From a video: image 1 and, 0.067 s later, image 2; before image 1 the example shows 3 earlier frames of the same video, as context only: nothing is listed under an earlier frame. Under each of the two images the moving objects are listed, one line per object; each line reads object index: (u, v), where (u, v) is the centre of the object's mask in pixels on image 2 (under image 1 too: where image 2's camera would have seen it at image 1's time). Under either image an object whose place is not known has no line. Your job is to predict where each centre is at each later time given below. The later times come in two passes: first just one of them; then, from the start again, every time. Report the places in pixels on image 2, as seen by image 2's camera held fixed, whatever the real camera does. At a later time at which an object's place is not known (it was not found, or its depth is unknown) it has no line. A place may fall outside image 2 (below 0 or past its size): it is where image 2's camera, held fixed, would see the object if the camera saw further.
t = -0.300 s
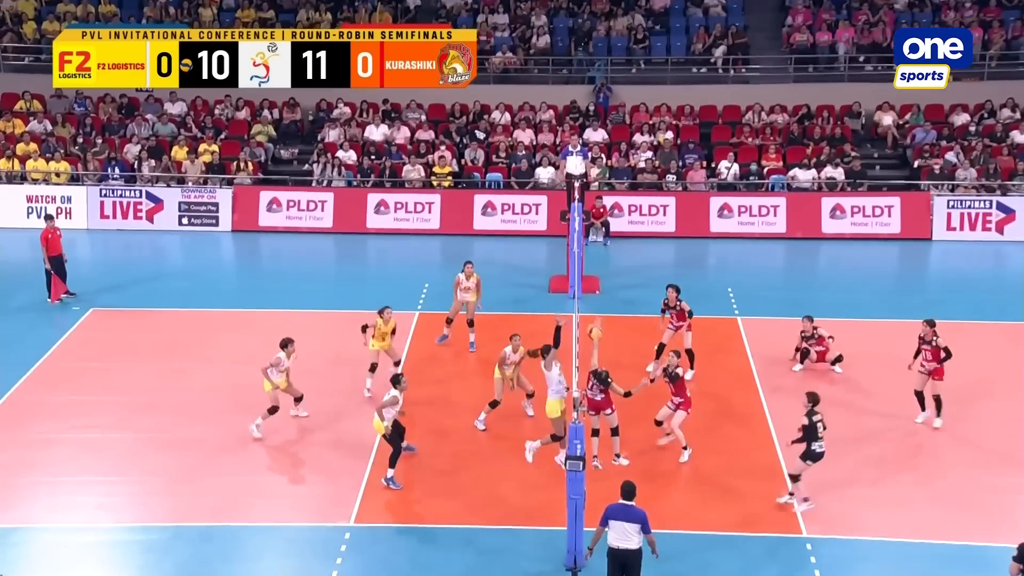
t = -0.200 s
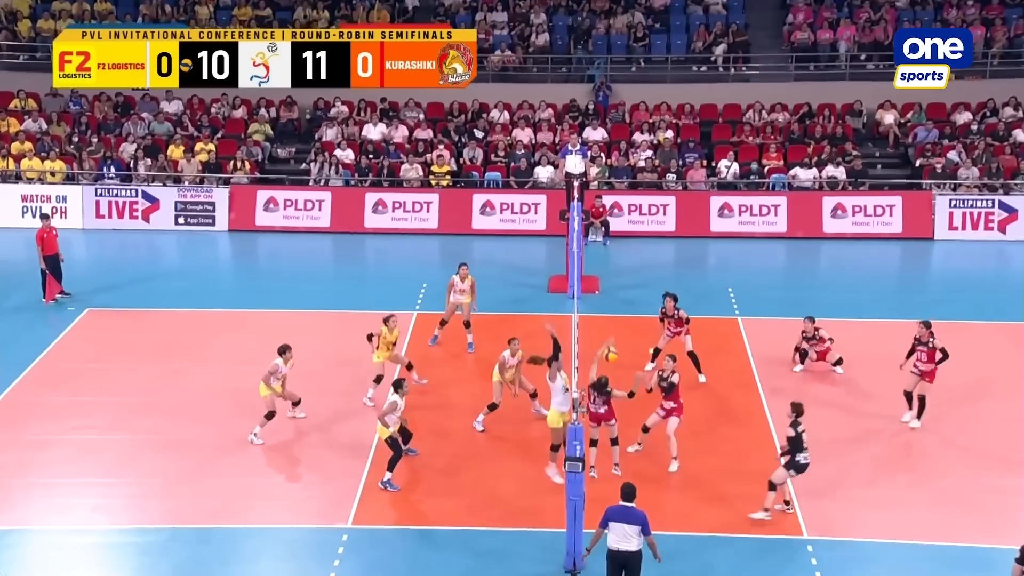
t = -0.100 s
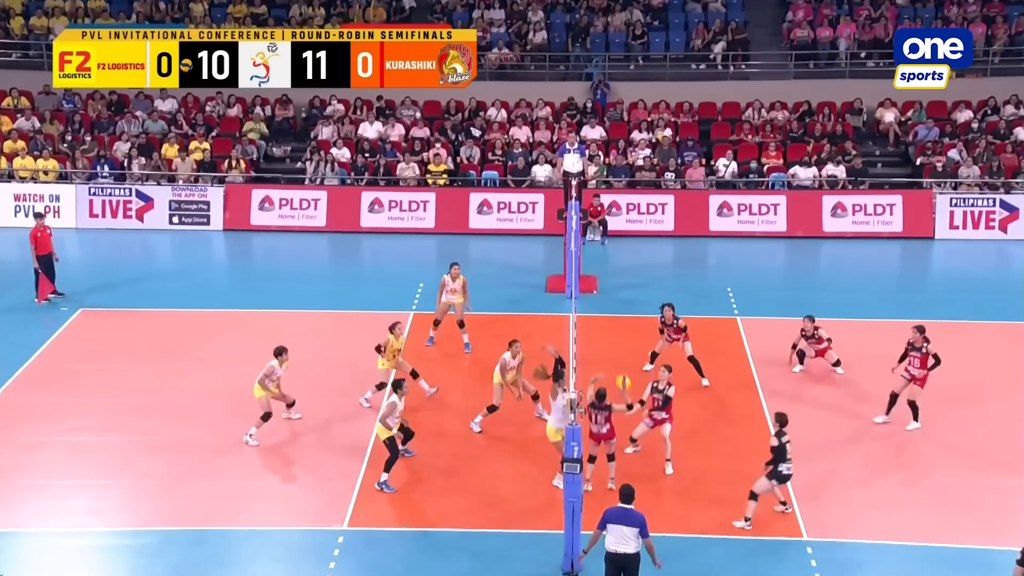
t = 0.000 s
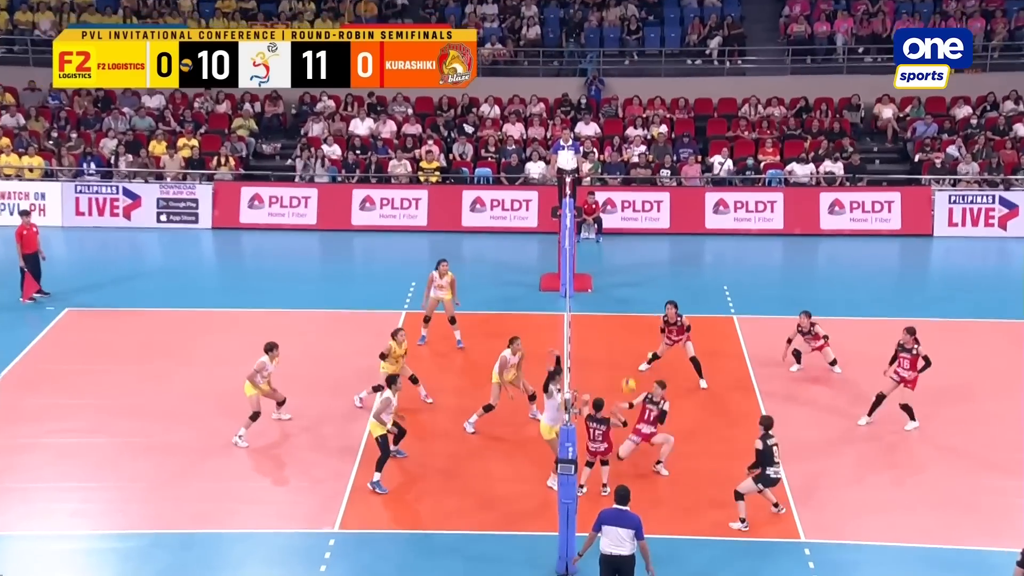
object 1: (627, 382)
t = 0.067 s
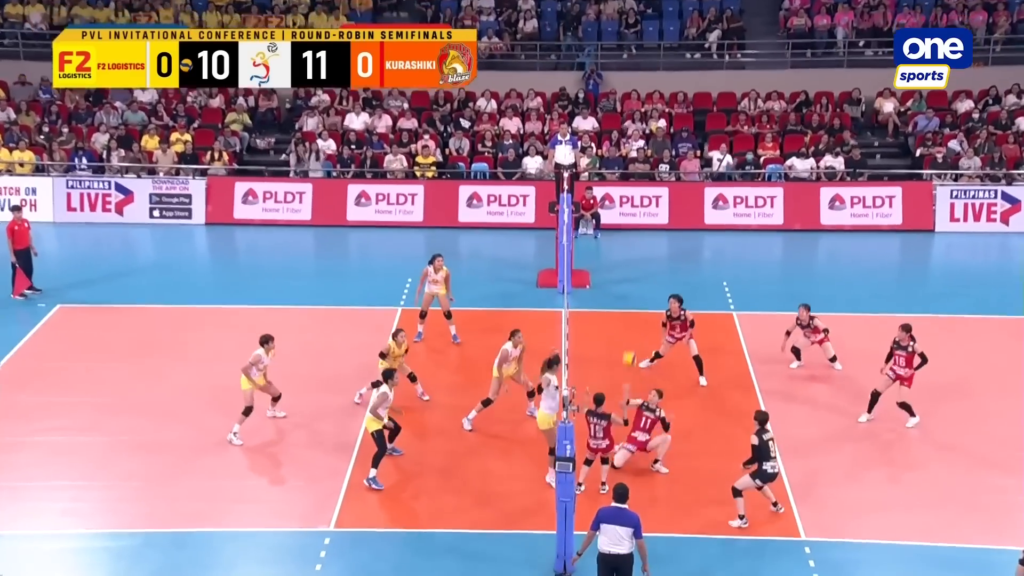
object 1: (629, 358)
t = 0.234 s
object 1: (635, 311)
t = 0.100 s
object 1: (630, 347)
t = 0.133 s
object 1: (631, 338)
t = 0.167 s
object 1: (633, 329)
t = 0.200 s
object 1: (634, 319)
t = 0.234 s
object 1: (635, 311)
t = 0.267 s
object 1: (637, 303)
